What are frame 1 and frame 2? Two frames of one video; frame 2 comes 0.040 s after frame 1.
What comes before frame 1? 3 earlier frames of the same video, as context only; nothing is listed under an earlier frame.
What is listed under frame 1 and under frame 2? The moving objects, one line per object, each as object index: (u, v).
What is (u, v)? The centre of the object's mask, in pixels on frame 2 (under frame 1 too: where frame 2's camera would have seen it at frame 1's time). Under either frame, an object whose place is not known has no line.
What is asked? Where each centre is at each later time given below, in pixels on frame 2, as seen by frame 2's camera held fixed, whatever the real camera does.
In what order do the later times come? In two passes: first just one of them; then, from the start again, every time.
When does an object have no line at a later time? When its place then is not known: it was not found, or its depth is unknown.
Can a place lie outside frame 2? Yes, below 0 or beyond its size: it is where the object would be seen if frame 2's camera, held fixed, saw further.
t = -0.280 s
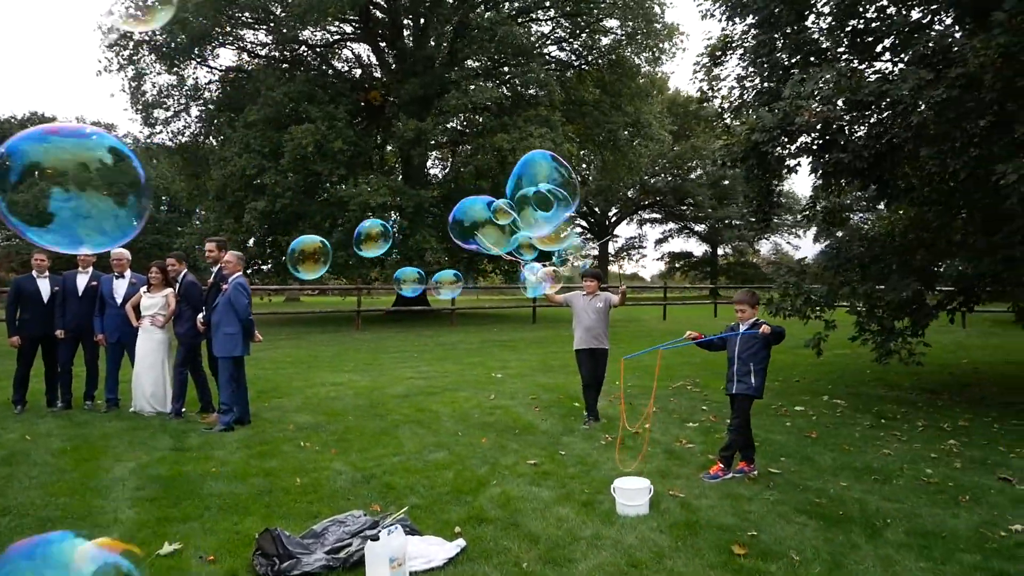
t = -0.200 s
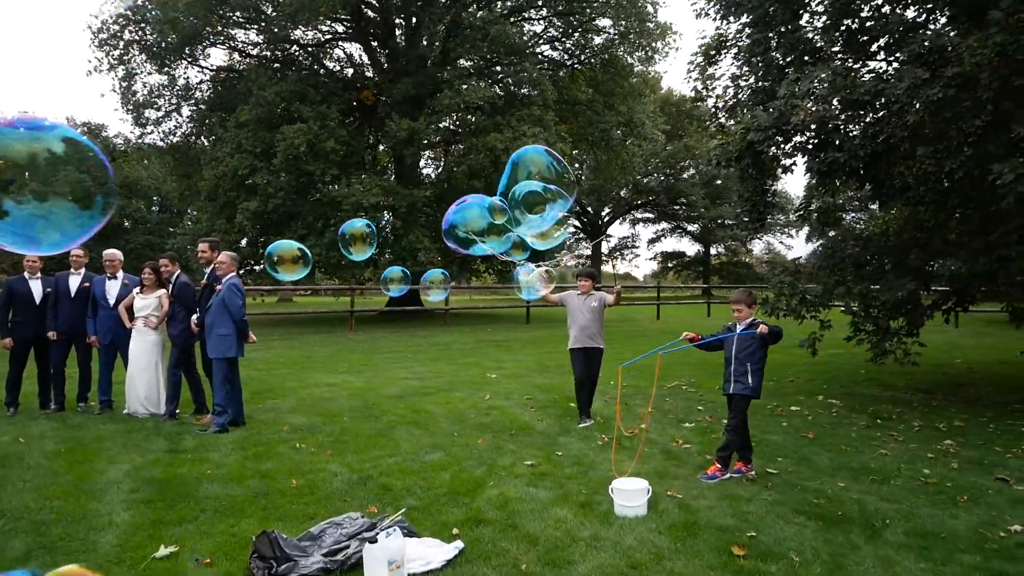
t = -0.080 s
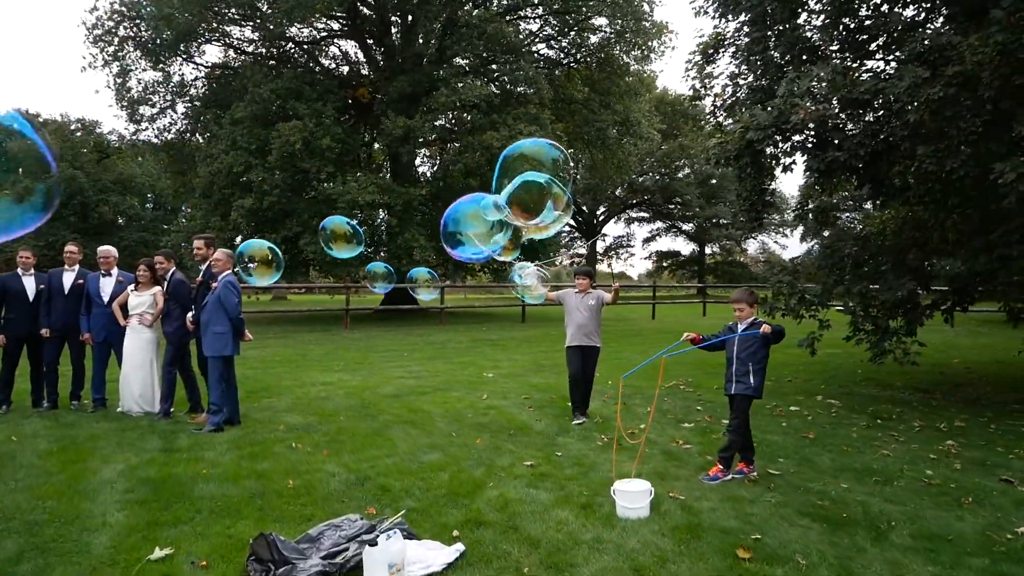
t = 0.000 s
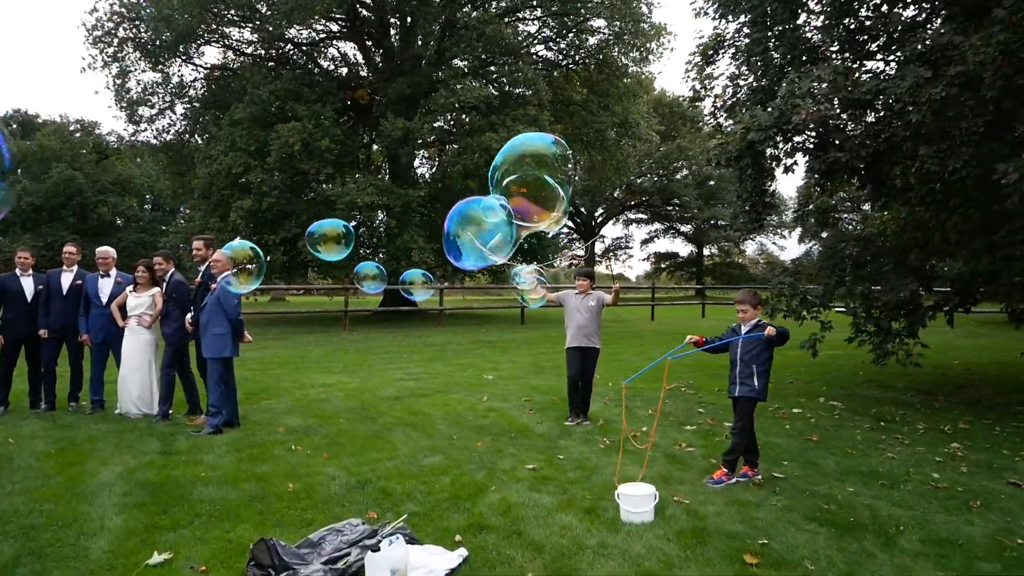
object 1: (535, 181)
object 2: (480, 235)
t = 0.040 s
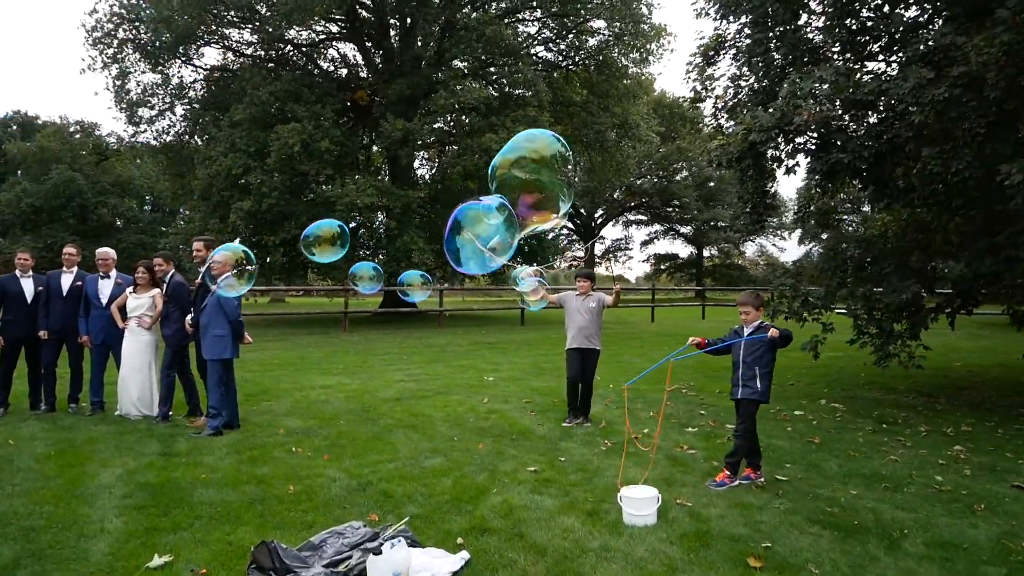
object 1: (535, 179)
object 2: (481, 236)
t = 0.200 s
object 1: (531, 180)
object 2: (481, 241)
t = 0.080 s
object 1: (535, 179)
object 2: (481, 238)
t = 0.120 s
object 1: (534, 180)
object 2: (480, 239)
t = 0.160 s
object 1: (533, 180)
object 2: (480, 239)
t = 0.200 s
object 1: (531, 180)
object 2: (481, 241)
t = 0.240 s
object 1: (524, 183)
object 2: (481, 242)
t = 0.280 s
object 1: (523, 181)
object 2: (481, 243)
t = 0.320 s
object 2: (481, 247)
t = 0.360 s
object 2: (483, 250)
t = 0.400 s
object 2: (483, 255)
